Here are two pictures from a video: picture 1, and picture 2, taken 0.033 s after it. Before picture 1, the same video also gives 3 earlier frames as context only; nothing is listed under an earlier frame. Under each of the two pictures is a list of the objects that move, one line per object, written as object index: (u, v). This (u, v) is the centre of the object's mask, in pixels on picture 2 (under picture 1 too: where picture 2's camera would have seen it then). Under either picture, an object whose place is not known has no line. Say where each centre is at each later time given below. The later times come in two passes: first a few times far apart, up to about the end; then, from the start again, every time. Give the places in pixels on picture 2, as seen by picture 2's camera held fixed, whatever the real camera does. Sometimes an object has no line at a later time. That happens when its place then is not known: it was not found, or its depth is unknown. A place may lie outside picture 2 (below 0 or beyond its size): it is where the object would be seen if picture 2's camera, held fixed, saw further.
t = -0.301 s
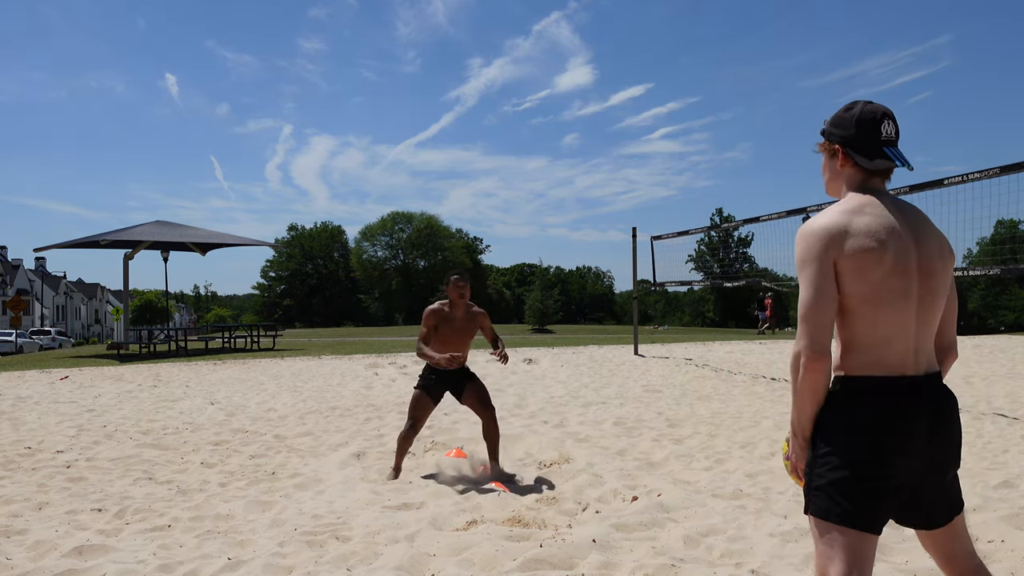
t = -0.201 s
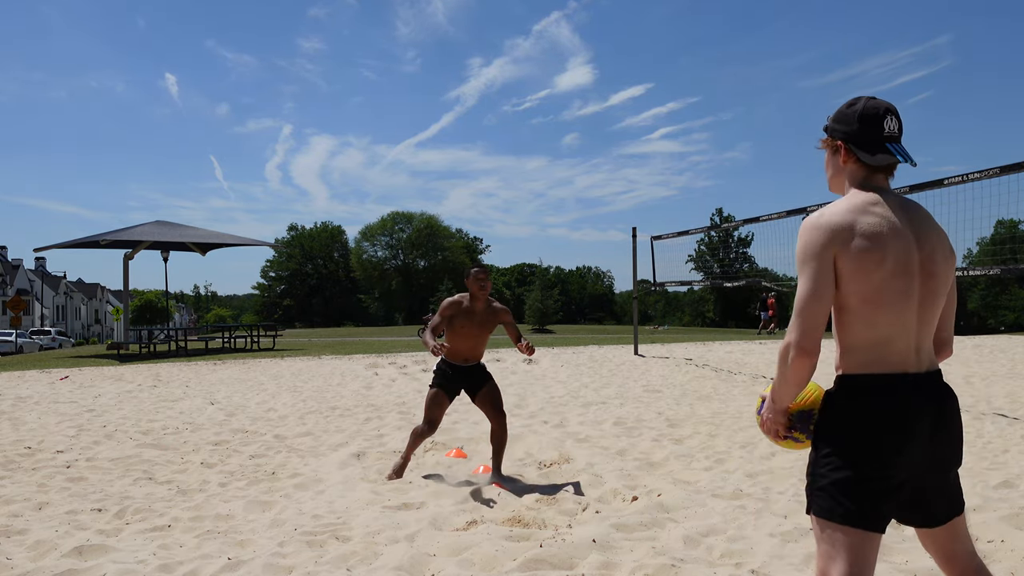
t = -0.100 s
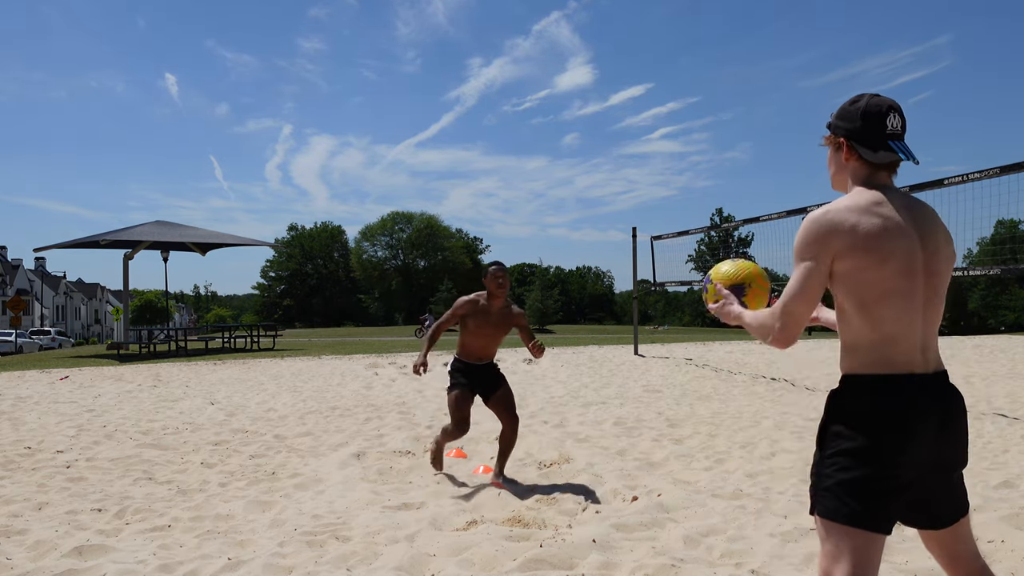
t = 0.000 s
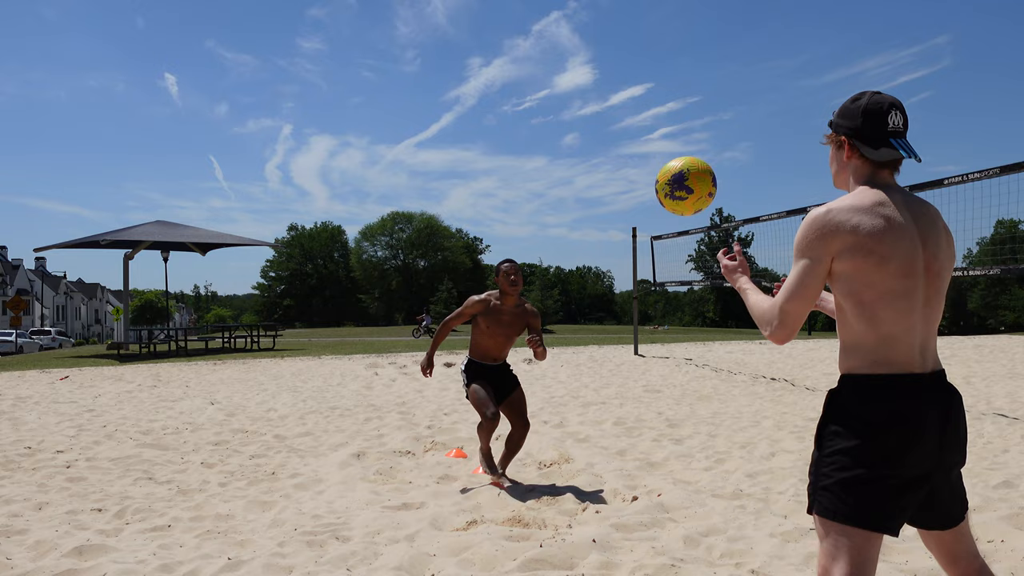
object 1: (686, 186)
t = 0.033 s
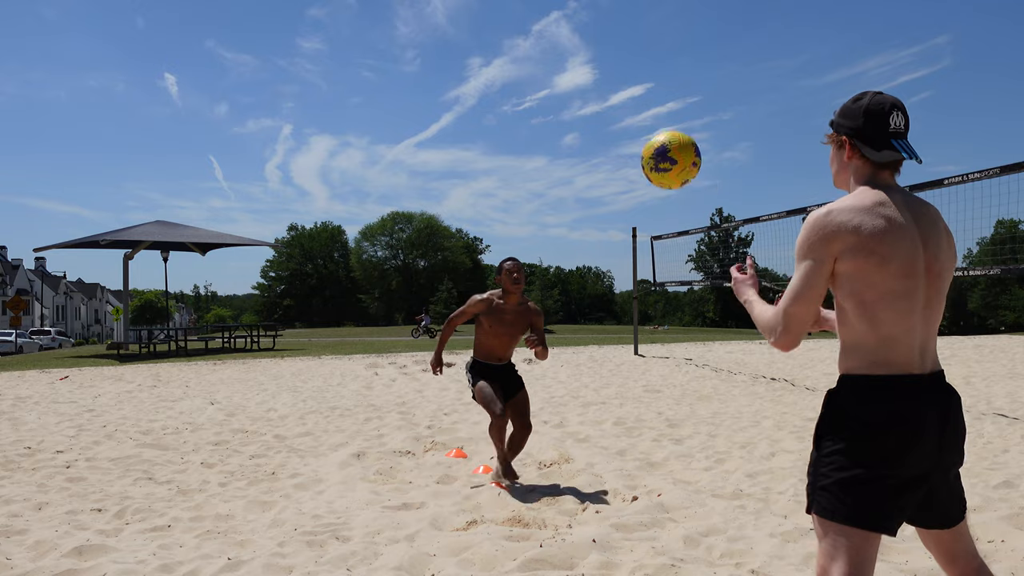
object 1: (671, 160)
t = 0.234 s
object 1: (600, 79)
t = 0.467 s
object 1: (541, 103)
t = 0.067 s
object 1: (657, 138)
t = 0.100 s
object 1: (644, 120)
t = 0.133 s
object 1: (632, 105)
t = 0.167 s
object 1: (621, 94)
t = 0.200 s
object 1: (610, 85)
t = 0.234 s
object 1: (600, 79)
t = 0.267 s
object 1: (590, 76)
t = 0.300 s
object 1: (581, 75)
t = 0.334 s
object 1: (572, 76)
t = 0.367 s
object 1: (564, 80)
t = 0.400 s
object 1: (556, 86)
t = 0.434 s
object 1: (549, 93)
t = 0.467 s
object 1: (541, 103)
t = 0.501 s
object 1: (534, 114)
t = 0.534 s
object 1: (528, 126)
